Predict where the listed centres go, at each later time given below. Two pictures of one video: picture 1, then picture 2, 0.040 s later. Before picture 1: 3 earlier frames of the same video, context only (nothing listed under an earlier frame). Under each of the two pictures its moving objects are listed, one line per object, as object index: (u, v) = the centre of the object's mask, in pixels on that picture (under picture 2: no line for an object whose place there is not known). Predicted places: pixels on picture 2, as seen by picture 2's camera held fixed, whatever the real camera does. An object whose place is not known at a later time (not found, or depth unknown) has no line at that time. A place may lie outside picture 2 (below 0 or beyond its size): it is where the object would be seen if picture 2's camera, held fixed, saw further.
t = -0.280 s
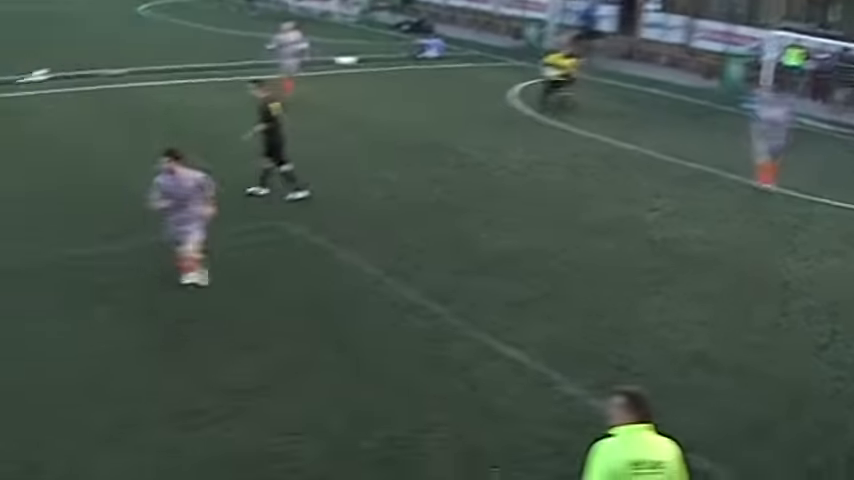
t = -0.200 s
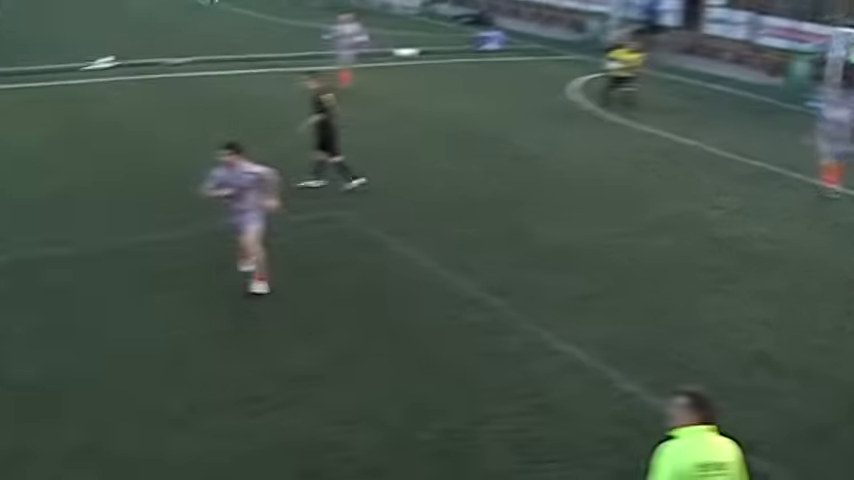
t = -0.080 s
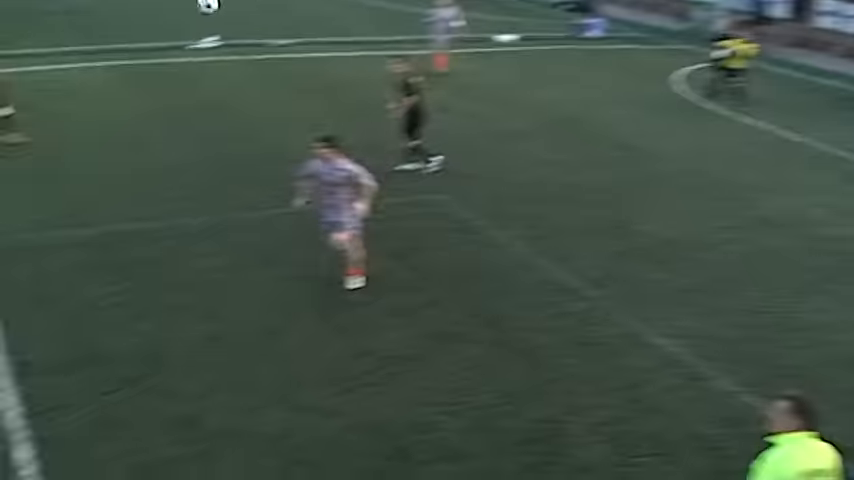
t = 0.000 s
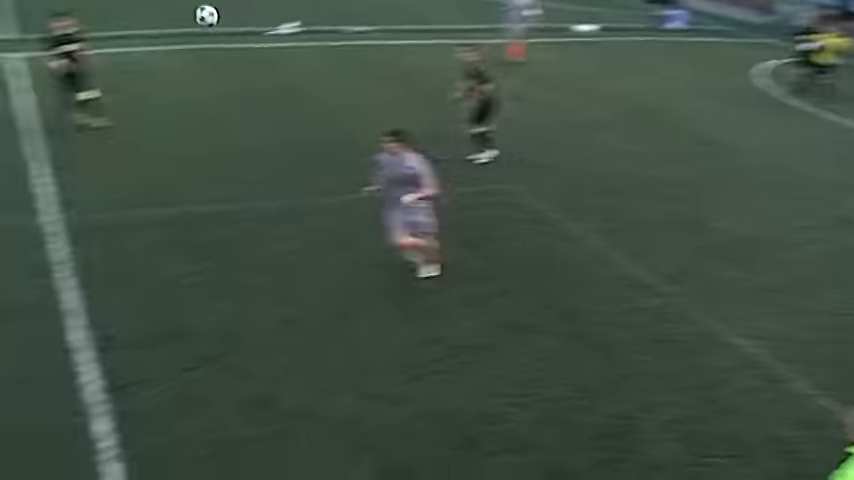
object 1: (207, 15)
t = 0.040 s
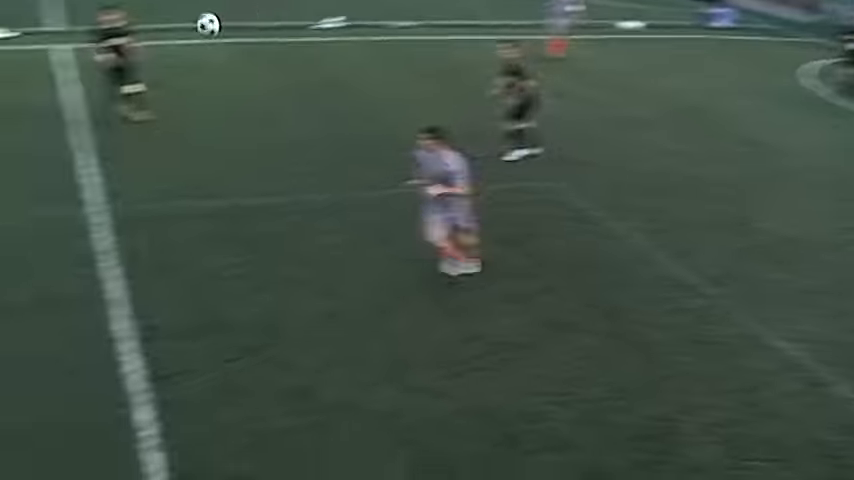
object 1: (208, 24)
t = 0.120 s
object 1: (115, 61)
